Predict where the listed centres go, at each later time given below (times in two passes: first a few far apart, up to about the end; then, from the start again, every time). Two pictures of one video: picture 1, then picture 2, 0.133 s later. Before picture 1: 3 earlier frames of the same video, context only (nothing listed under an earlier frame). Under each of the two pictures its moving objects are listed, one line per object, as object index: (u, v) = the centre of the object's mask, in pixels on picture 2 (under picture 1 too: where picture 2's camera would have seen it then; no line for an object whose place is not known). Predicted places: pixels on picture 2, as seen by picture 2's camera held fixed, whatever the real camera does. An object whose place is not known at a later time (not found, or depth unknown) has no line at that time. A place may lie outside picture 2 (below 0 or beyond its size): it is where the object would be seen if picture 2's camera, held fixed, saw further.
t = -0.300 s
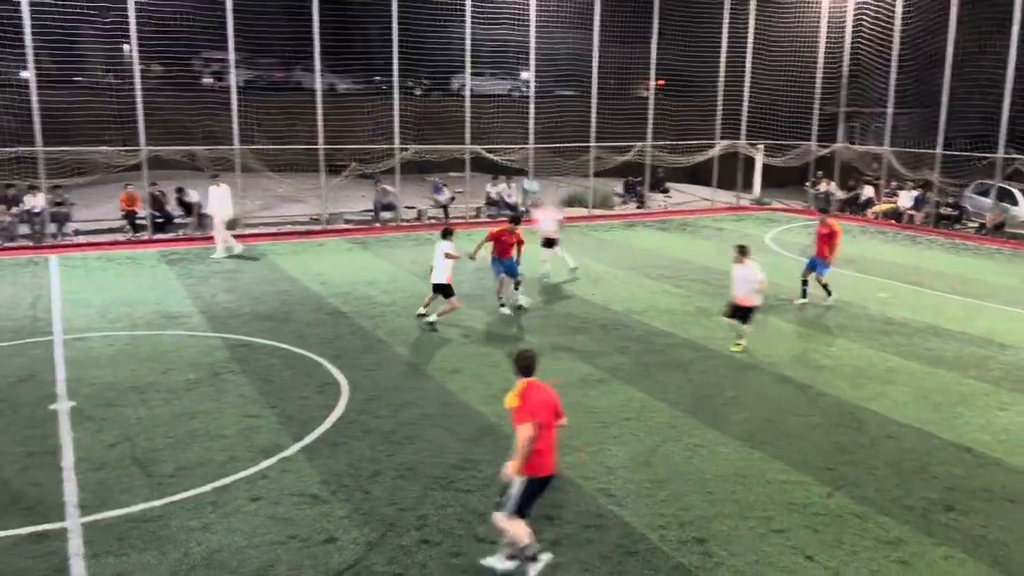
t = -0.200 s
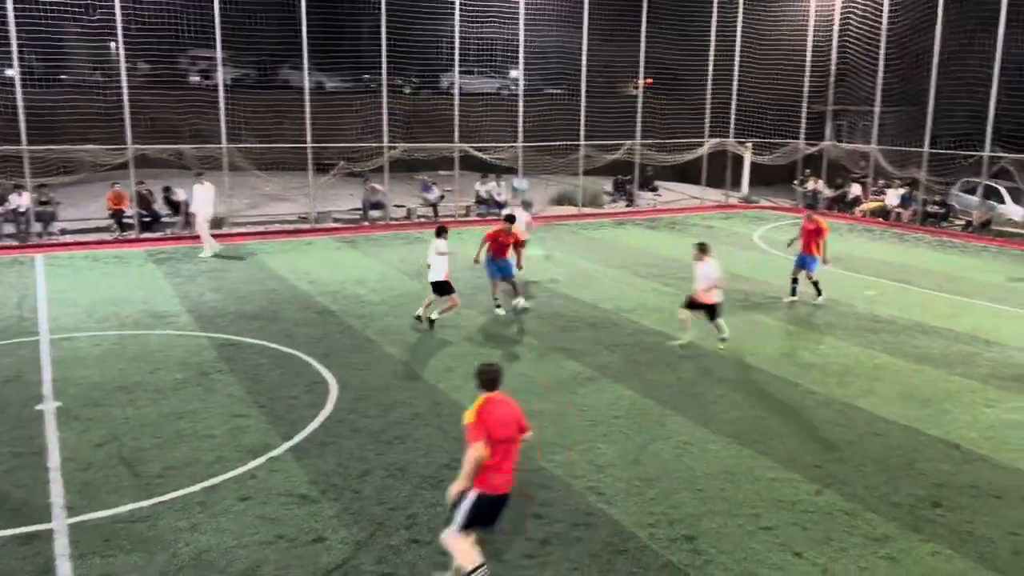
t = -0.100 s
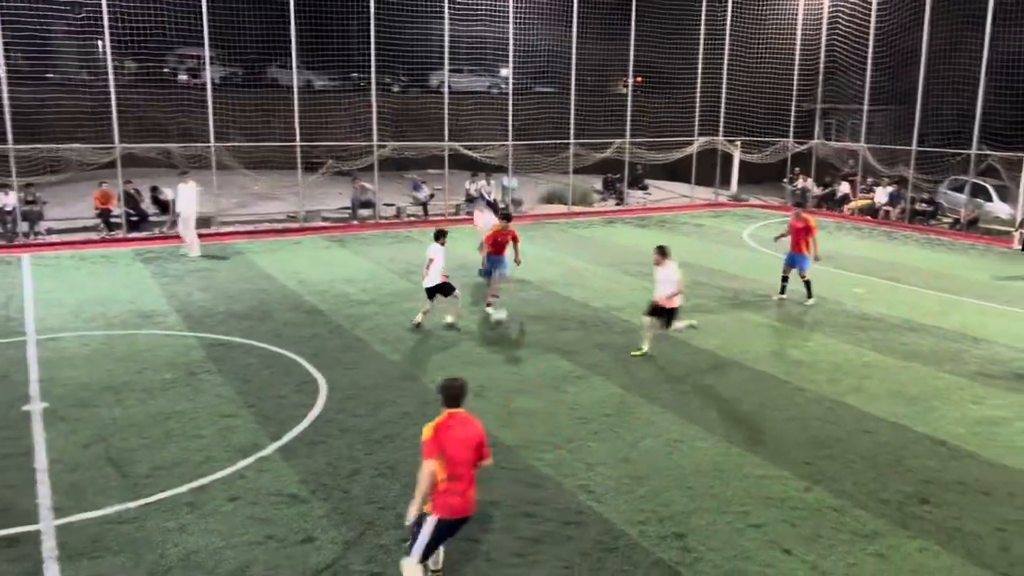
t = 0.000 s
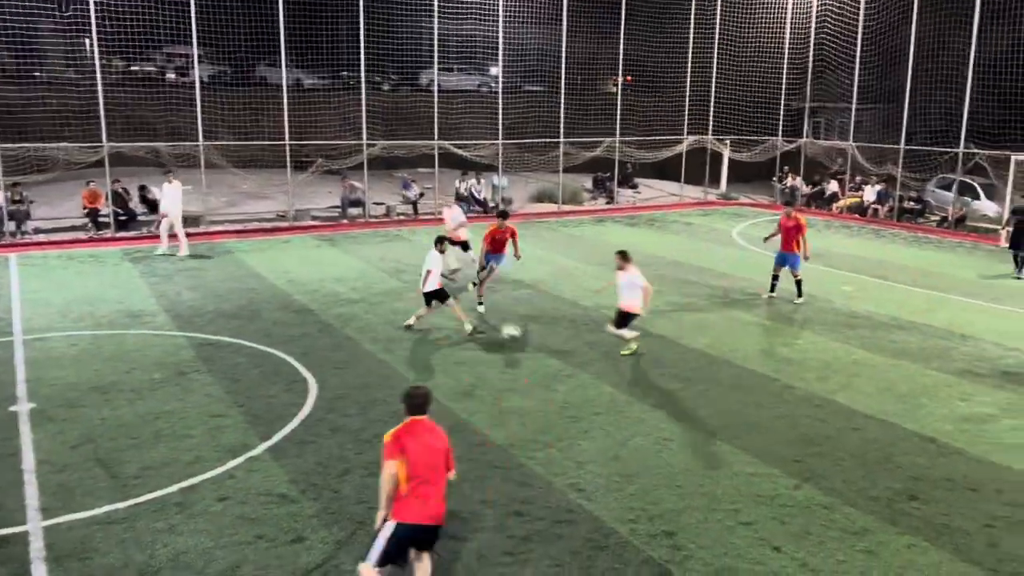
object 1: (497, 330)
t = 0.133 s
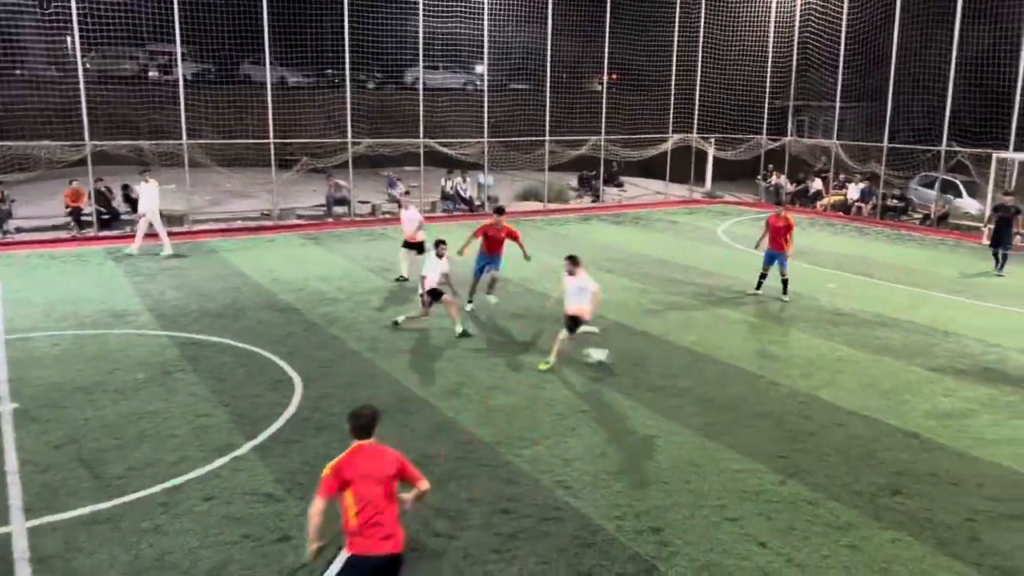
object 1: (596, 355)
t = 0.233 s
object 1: (674, 371)
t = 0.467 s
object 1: (874, 429)
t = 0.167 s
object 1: (621, 360)
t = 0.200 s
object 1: (646, 365)
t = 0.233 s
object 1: (674, 371)
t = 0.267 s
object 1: (701, 379)
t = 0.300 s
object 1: (730, 388)
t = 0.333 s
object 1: (759, 397)
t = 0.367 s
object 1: (786, 403)
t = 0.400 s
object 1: (814, 410)
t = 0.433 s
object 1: (843, 418)
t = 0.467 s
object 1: (874, 429)
